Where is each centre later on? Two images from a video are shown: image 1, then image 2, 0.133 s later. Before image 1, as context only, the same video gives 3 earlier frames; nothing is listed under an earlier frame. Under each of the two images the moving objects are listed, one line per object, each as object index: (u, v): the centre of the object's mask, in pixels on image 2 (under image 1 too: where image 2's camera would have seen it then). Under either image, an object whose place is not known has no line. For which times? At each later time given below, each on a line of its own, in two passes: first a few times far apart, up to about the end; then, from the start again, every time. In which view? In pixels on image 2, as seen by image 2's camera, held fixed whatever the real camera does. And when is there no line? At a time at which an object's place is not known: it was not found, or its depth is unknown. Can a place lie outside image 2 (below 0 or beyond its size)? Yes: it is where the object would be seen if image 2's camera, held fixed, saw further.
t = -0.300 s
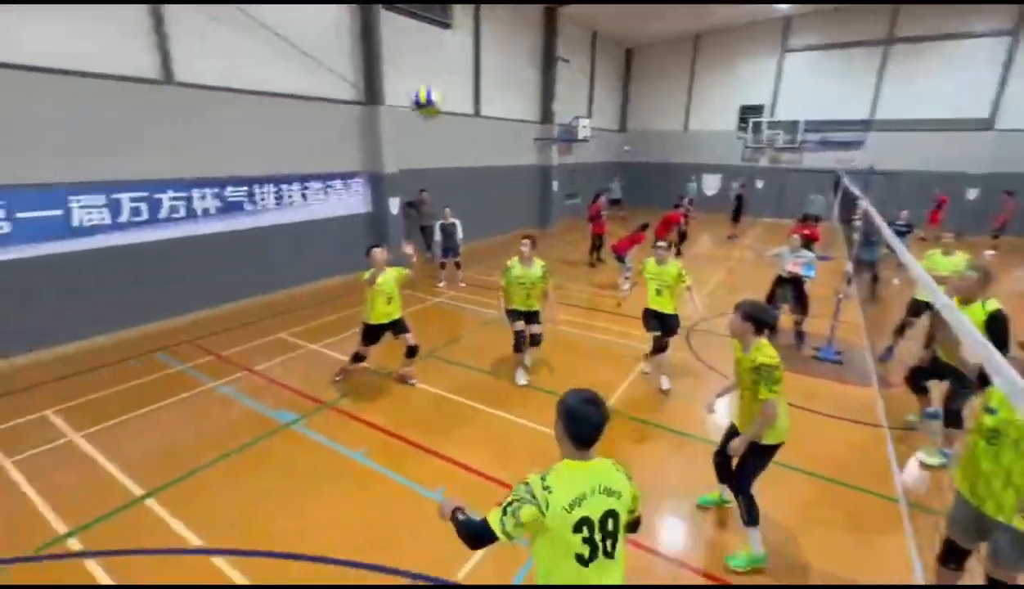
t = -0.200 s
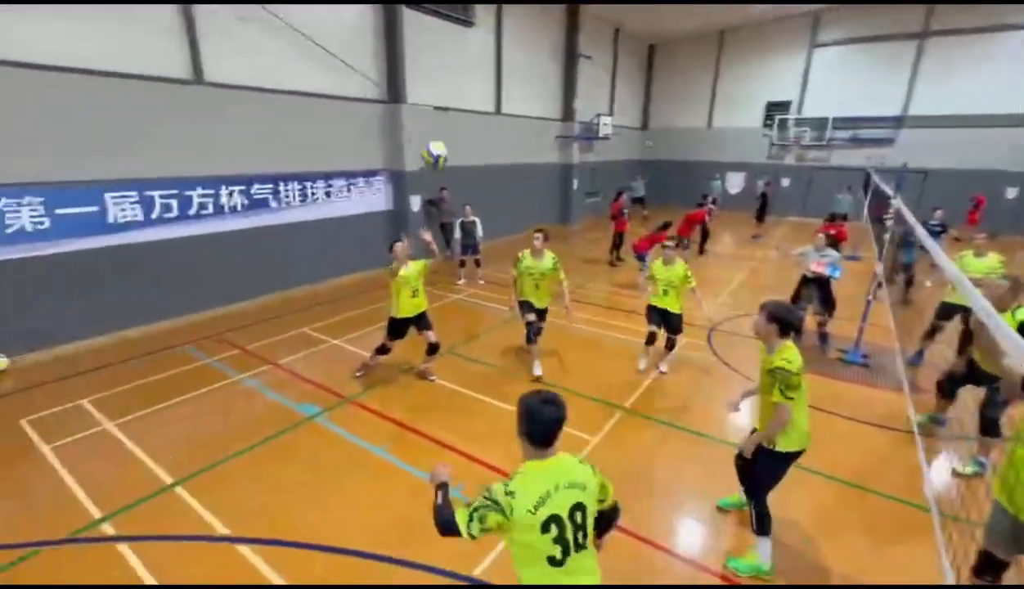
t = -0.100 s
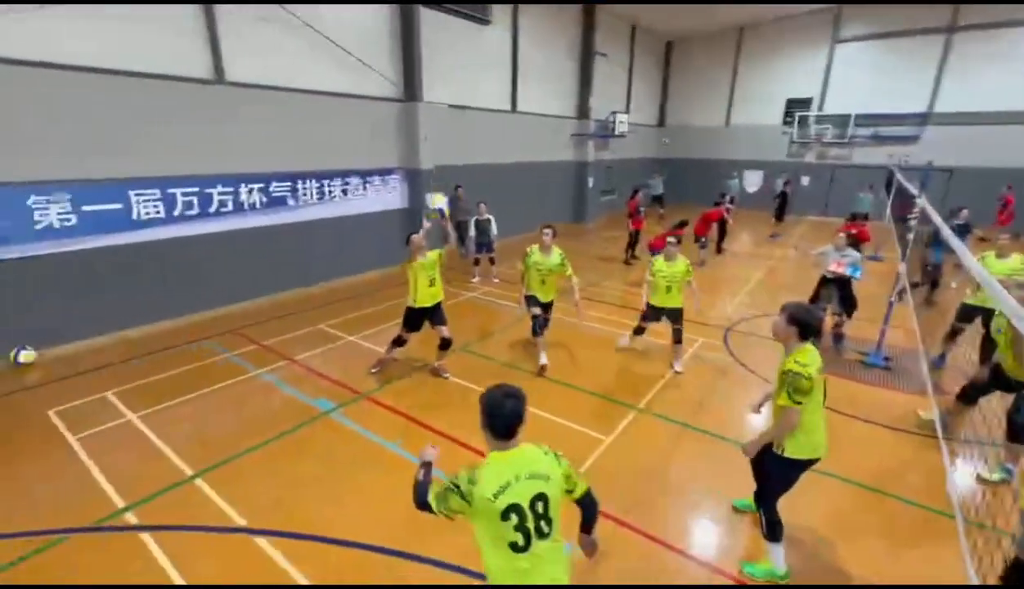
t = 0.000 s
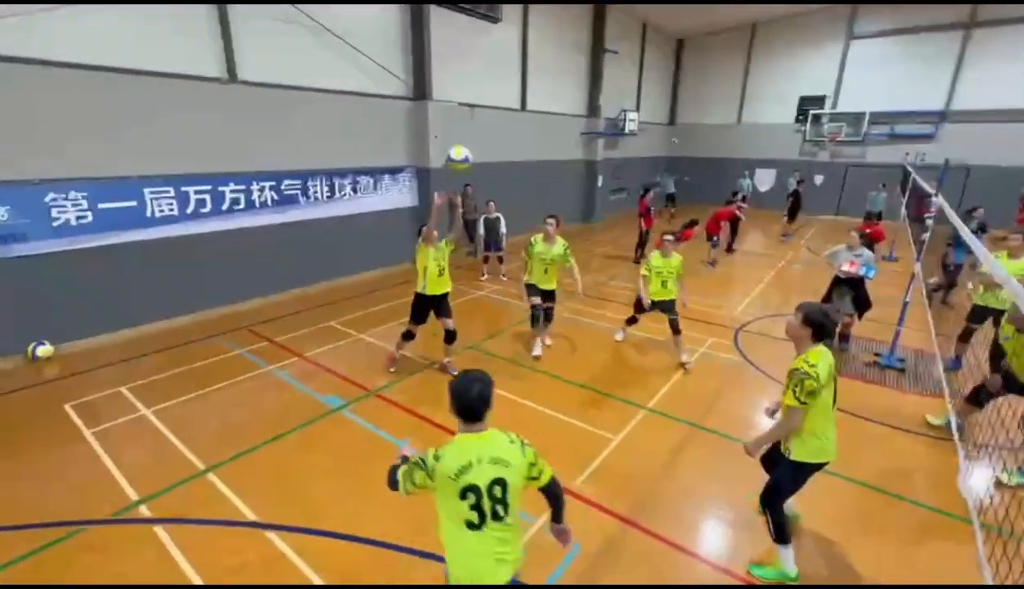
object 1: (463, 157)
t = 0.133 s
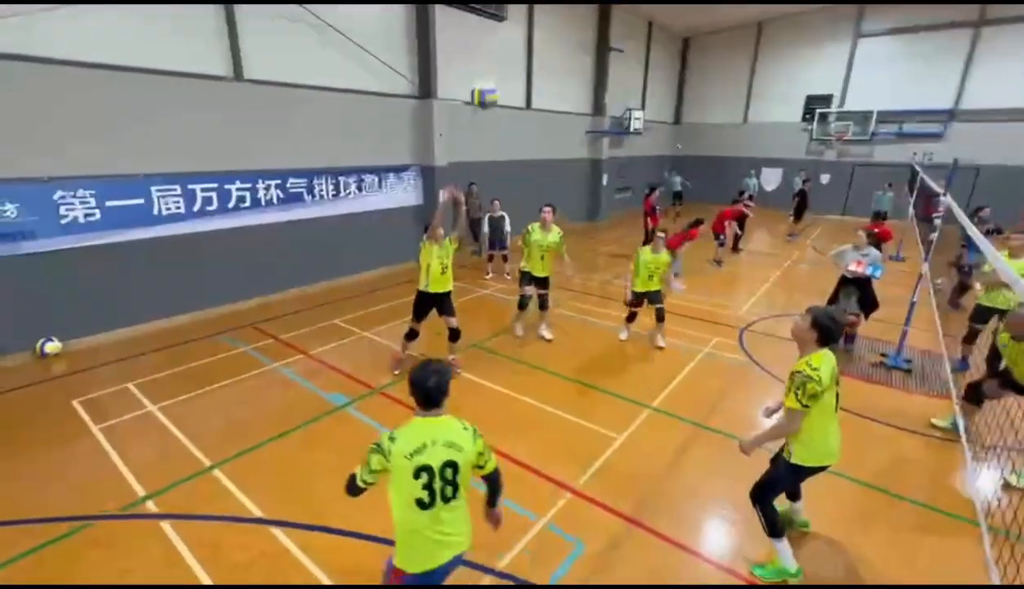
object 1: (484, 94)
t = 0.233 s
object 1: (501, 57)
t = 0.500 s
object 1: (551, 11)
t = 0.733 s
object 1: (596, 36)
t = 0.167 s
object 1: (489, 81)
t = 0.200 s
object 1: (495, 69)
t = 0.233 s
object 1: (501, 57)
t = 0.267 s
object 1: (507, 47)
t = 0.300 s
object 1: (511, 38)
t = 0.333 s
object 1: (519, 30)
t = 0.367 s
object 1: (526, 21)
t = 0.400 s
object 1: (532, 16)
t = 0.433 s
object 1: (539, 13)
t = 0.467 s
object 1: (546, 12)
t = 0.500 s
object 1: (551, 11)
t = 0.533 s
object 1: (558, 11)
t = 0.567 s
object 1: (565, 11)
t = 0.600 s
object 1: (571, 13)
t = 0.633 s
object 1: (577, 15)
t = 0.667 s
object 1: (583, 20)
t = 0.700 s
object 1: (591, 28)
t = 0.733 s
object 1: (596, 36)
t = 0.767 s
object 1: (603, 47)
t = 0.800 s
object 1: (608, 60)
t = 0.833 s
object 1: (614, 72)
